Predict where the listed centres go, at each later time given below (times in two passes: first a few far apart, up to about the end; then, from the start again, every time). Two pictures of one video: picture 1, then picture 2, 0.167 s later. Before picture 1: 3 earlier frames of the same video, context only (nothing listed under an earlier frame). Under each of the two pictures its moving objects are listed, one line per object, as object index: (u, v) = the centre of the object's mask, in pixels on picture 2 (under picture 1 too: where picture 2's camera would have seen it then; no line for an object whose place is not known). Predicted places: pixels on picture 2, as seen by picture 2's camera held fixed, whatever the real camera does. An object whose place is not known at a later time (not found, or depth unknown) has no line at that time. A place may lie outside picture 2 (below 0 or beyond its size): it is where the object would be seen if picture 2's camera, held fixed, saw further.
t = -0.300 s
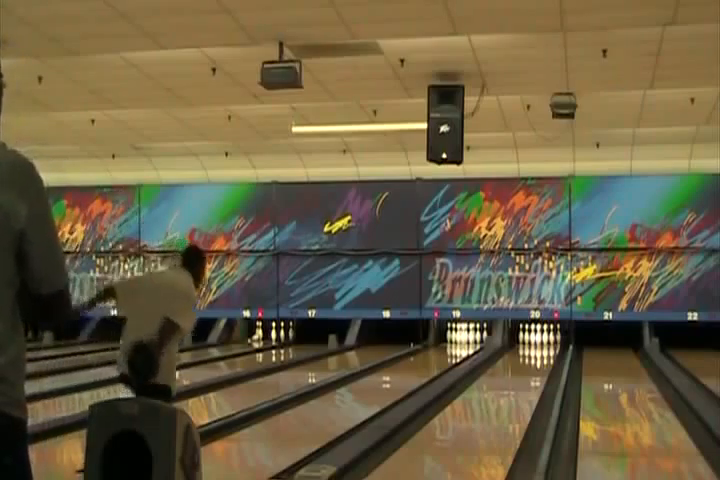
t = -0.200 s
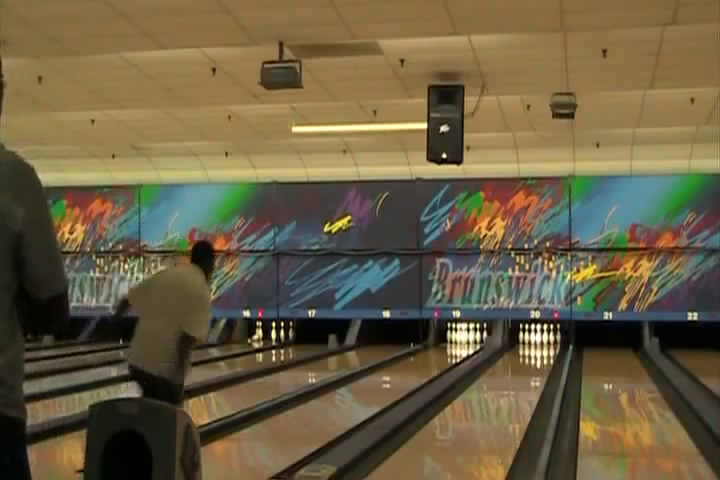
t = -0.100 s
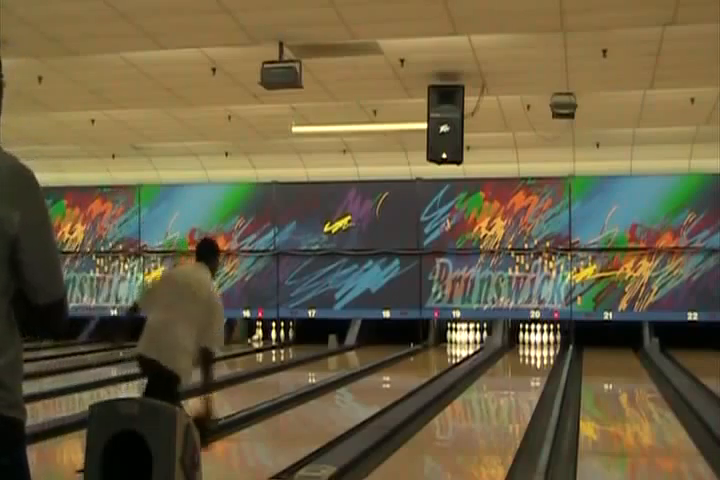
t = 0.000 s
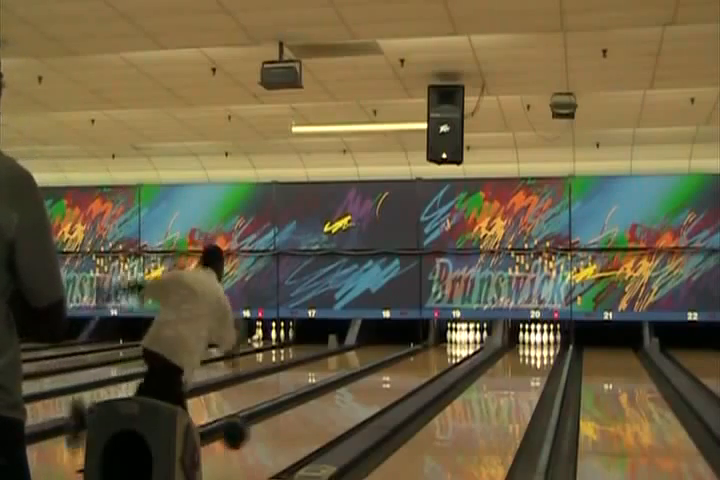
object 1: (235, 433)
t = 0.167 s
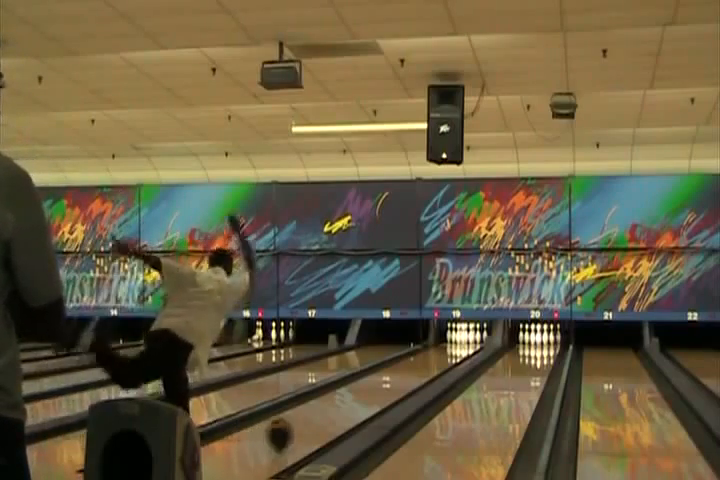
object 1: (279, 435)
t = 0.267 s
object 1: (301, 426)
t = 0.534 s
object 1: (346, 403)
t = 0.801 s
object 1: (379, 387)
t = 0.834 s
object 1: (382, 386)
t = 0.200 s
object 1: (287, 432)
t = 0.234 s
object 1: (294, 429)
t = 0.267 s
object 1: (301, 426)
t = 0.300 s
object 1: (308, 423)
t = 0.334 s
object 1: (314, 420)
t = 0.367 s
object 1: (320, 417)
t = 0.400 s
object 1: (326, 414)
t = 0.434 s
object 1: (331, 411)
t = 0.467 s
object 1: (336, 408)
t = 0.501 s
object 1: (341, 405)
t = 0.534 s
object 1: (346, 403)
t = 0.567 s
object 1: (351, 401)
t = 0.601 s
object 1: (355, 398)
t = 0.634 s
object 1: (360, 396)
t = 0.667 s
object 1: (364, 394)
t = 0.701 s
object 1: (367, 392)
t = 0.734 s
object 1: (371, 390)
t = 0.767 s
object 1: (375, 389)
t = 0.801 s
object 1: (379, 387)
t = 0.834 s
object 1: (382, 386)
